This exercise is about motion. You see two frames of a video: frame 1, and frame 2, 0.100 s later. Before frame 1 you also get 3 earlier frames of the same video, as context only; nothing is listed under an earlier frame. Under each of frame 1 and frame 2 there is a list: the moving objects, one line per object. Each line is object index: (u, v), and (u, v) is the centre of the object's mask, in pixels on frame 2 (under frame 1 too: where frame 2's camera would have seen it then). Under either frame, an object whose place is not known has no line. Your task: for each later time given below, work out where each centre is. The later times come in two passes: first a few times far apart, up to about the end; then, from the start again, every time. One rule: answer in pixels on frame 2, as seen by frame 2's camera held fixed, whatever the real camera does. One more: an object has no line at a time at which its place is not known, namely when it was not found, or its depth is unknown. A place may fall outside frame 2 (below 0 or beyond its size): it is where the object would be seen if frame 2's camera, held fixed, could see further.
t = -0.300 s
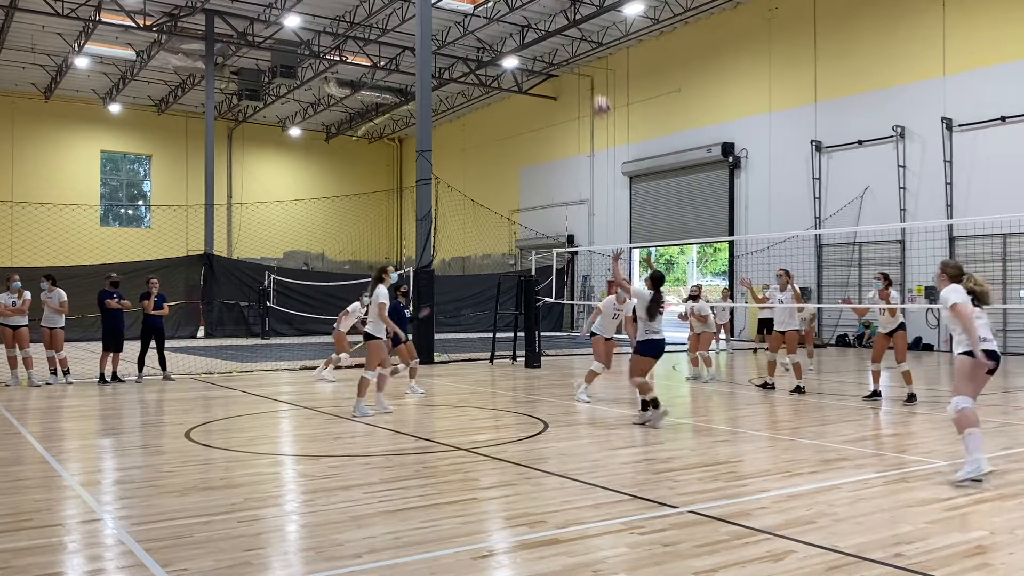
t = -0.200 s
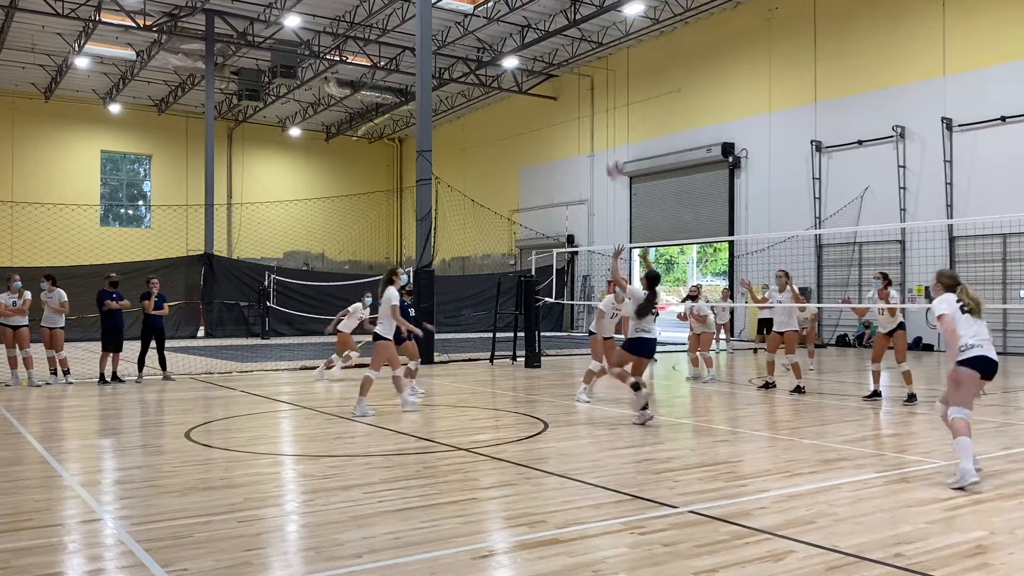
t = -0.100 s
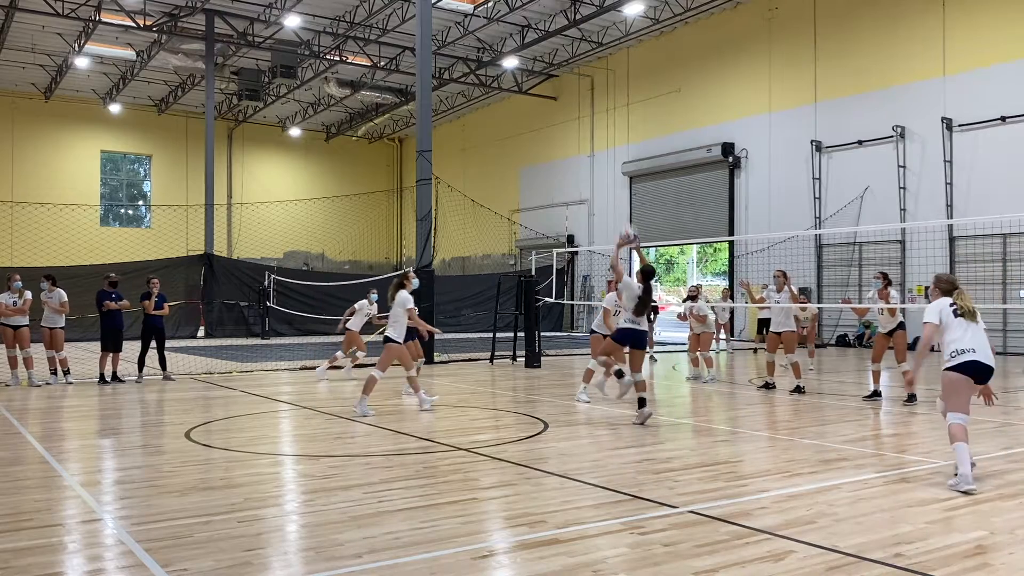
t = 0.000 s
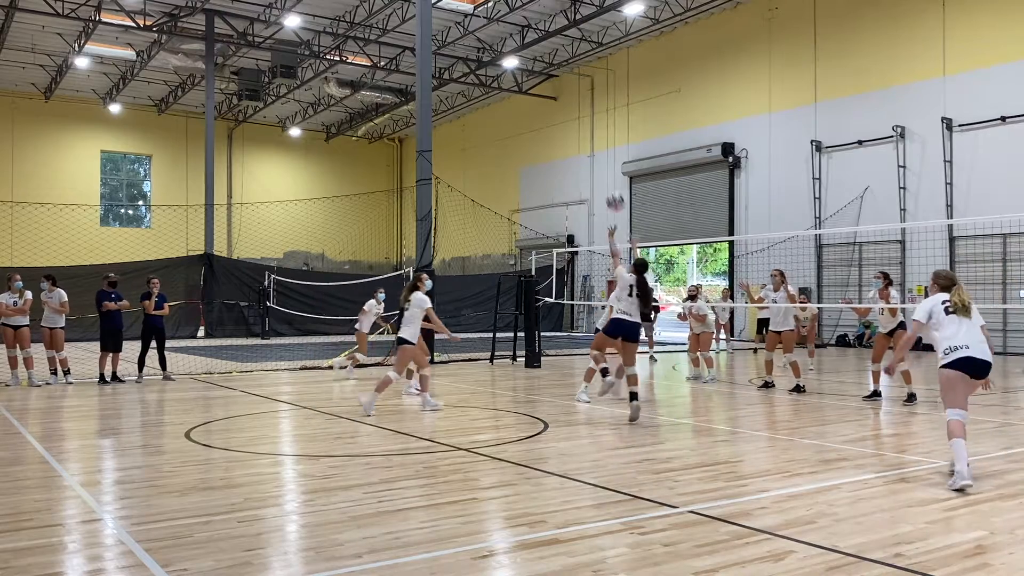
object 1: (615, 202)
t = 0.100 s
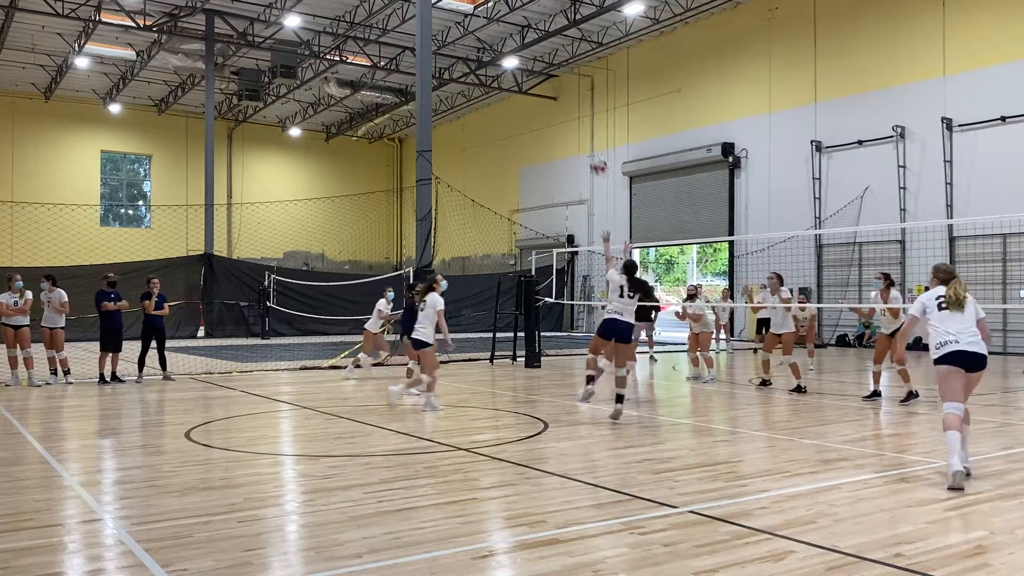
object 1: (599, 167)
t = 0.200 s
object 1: (583, 143)
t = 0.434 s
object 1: (553, 124)
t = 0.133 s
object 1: (593, 157)
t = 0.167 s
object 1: (588, 149)
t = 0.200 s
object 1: (583, 143)
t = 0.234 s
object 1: (578, 137)
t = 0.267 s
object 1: (574, 132)
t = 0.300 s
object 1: (569, 129)
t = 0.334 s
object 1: (565, 127)
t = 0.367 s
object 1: (561, 124)
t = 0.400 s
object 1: (557, 123)
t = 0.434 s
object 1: (553, 124)
